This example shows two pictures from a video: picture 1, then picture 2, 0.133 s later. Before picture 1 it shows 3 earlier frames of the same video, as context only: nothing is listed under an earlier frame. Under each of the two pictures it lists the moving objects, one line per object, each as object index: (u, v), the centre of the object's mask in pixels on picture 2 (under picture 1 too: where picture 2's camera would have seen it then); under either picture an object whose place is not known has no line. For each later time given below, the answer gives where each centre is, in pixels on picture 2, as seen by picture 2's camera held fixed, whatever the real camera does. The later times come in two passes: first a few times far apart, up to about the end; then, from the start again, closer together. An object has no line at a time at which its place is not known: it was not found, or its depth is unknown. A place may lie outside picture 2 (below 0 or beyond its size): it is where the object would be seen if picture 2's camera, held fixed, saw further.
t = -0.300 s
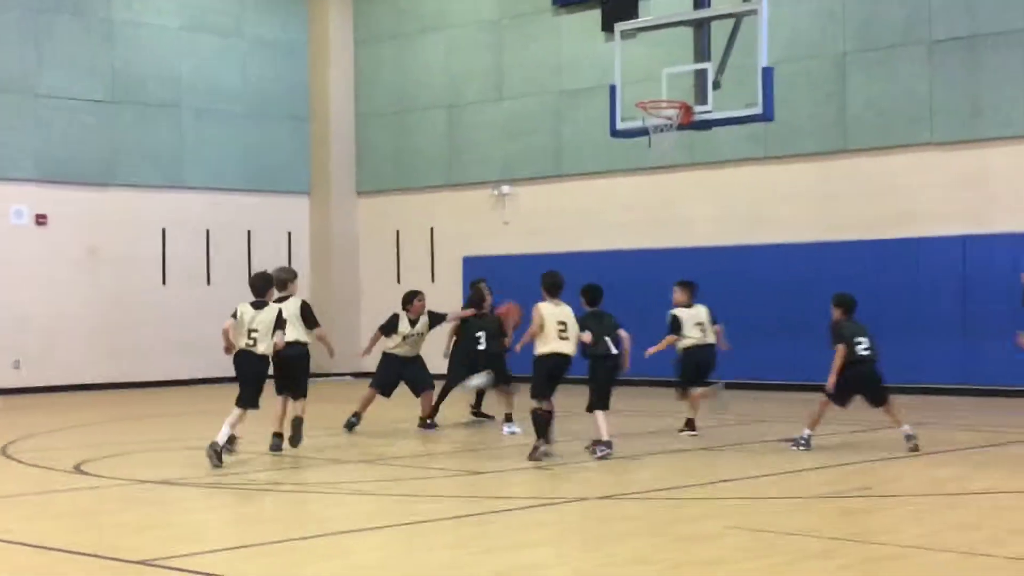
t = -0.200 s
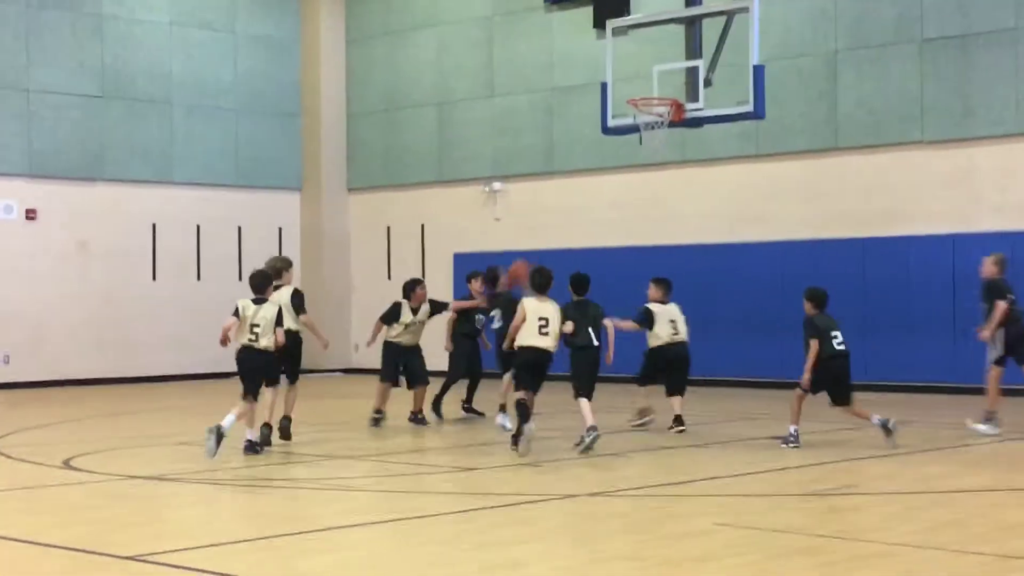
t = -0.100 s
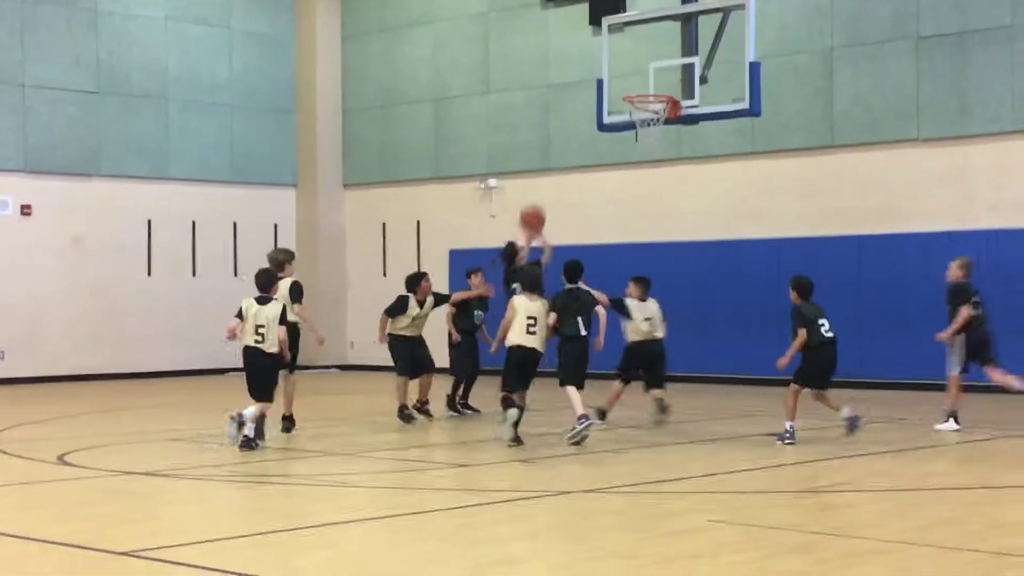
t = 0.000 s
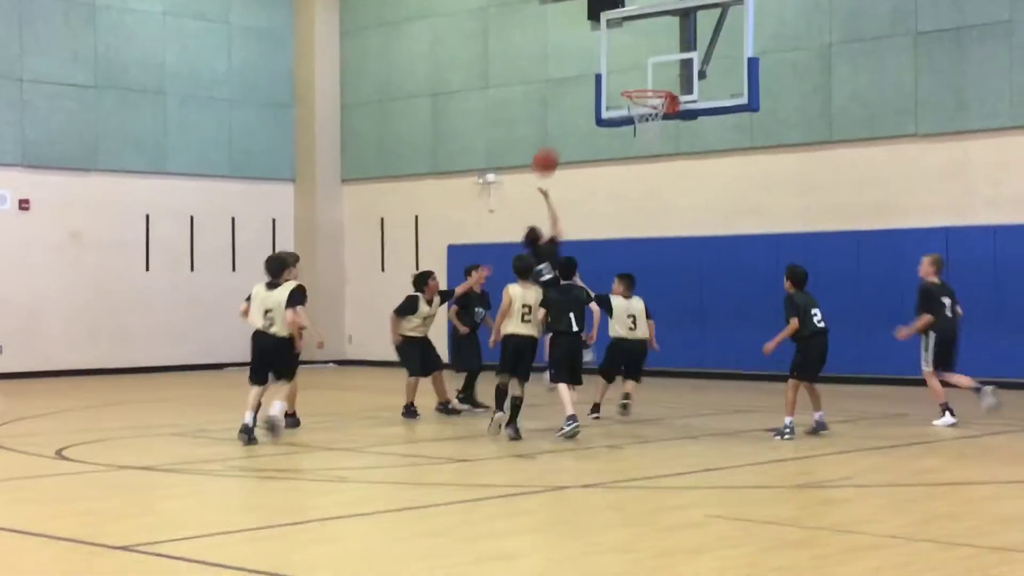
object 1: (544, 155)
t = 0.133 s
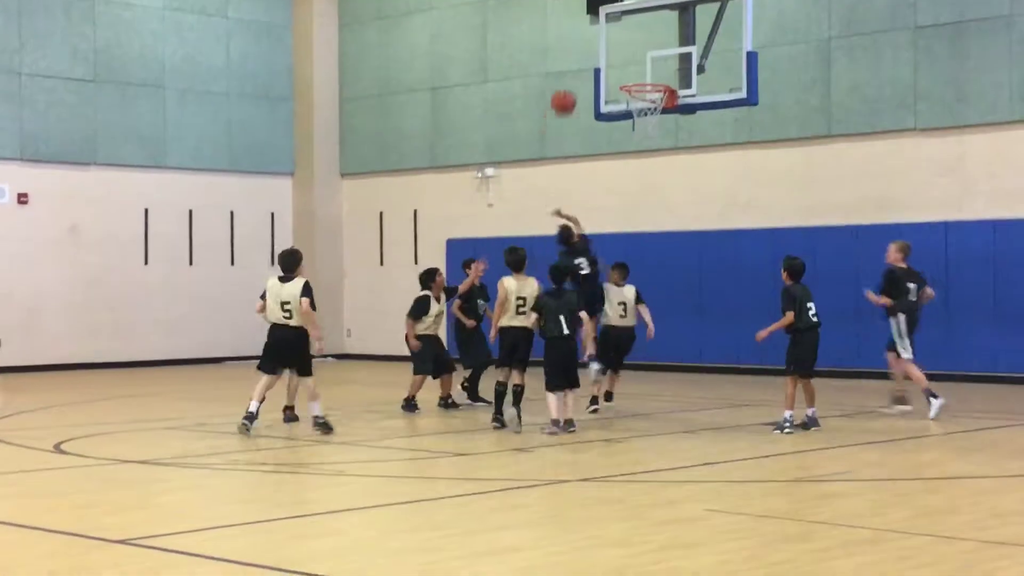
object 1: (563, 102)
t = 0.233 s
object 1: (577, 76)
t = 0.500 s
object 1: (613, 55)
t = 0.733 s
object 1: (637, 72)
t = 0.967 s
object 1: (629, 72)
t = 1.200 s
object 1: (607, 113)
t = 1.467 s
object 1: (581, 216)
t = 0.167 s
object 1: (568, 92)
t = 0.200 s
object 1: (572, 83)
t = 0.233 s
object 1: (577, 76)
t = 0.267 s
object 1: (581, 69)
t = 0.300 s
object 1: (586, 63)
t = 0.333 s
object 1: (590, 59)
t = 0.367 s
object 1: (595, 56)
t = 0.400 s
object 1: (600, 54)
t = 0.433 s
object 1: (604, 53)
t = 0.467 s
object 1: (608, 54)
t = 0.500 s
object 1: (613, 55)
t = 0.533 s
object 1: (617, 58)
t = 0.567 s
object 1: (621, 61)
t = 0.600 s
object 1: (625, 66)
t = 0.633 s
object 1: (629, 72)
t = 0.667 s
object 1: (633, 76)
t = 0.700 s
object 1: (635, 74)
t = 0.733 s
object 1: (637, 72)
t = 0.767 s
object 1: (638, 70)
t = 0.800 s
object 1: (640, 69)
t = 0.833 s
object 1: (640, 69)
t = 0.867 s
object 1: (638, 68)
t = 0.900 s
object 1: (635, 68)
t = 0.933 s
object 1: (632, 70)
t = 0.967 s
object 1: (629, 72)
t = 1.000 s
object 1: (626, 76)
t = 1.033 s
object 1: (623, 81)
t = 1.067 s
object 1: (619, 87)
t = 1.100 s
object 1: (616, 92)
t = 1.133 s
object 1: (613, 99)
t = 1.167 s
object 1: (611, 105)
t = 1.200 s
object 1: (607, 113)
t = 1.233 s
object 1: (604, 123)
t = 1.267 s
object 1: (601, 133)
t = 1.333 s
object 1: (594, 157)
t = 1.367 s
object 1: (591, 170)
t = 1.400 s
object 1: (588, 185)
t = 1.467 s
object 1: (581, 216)
